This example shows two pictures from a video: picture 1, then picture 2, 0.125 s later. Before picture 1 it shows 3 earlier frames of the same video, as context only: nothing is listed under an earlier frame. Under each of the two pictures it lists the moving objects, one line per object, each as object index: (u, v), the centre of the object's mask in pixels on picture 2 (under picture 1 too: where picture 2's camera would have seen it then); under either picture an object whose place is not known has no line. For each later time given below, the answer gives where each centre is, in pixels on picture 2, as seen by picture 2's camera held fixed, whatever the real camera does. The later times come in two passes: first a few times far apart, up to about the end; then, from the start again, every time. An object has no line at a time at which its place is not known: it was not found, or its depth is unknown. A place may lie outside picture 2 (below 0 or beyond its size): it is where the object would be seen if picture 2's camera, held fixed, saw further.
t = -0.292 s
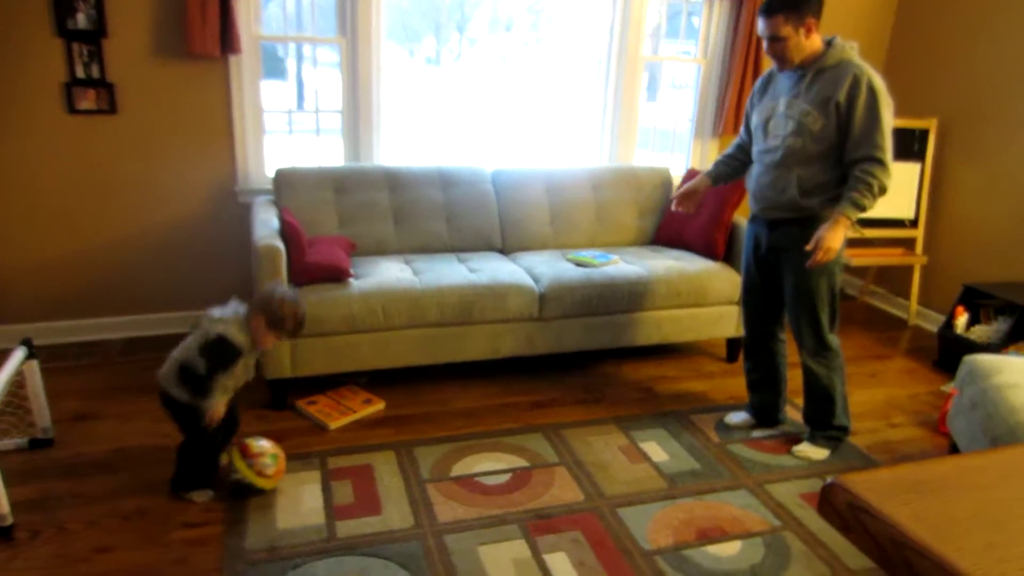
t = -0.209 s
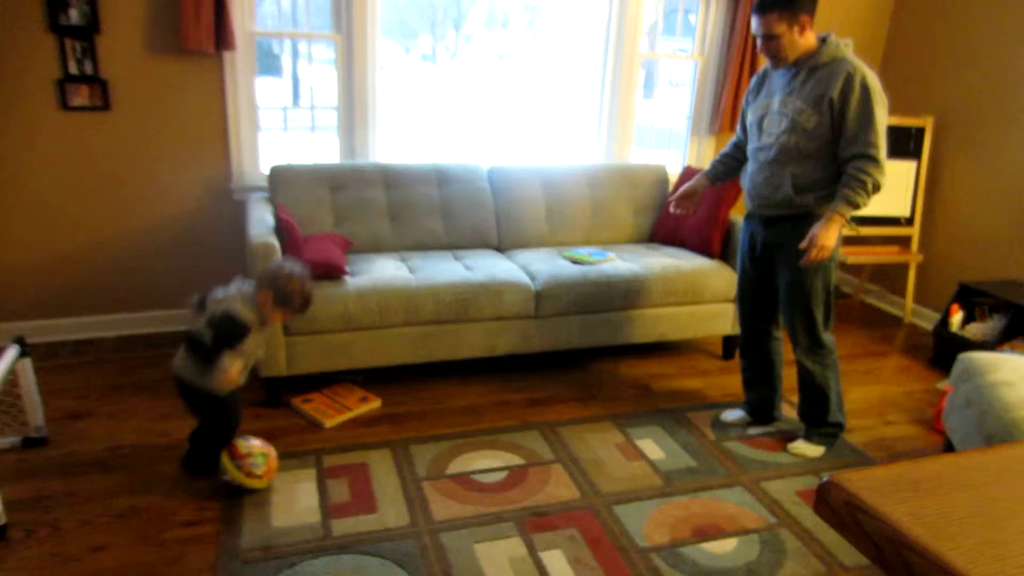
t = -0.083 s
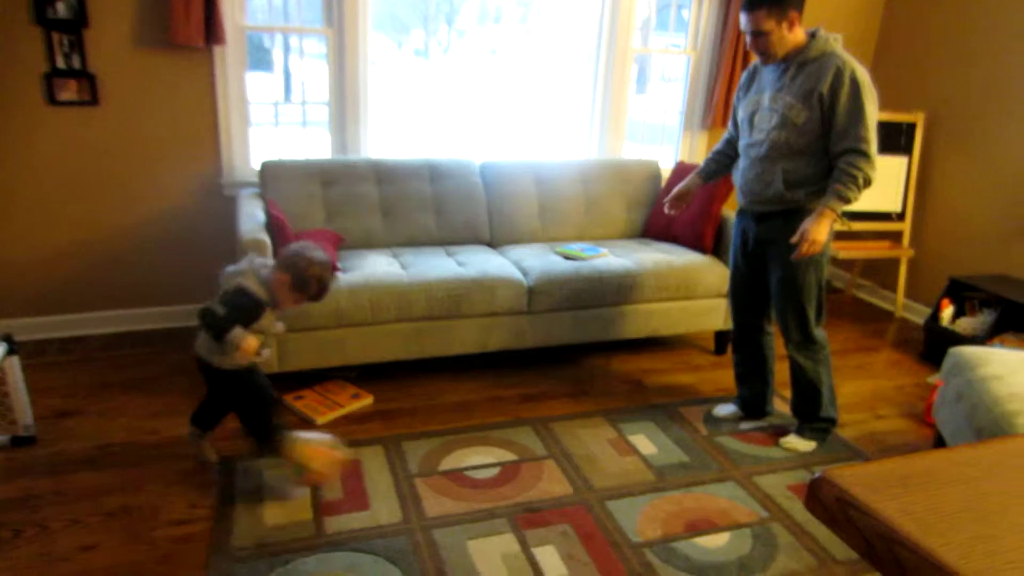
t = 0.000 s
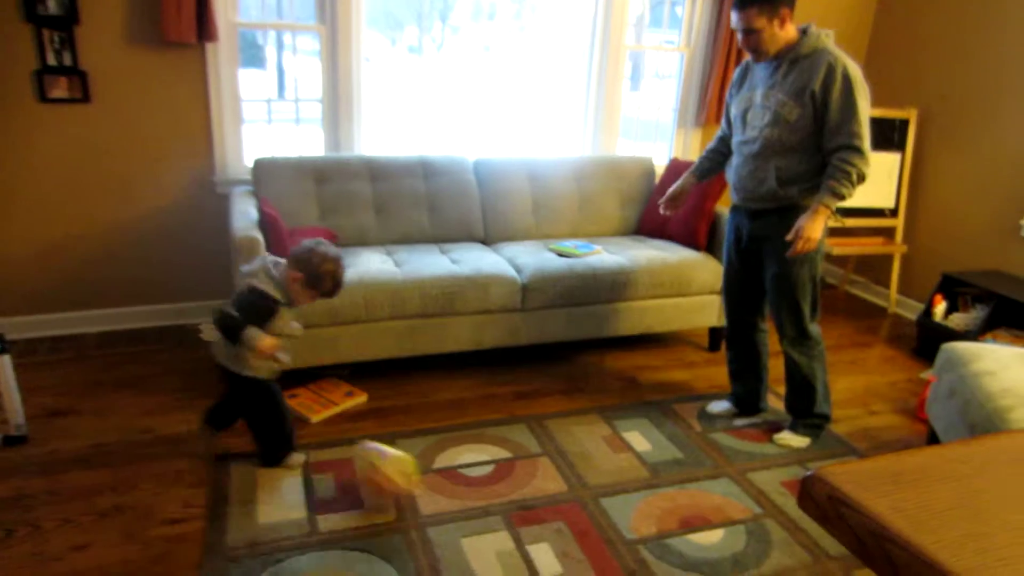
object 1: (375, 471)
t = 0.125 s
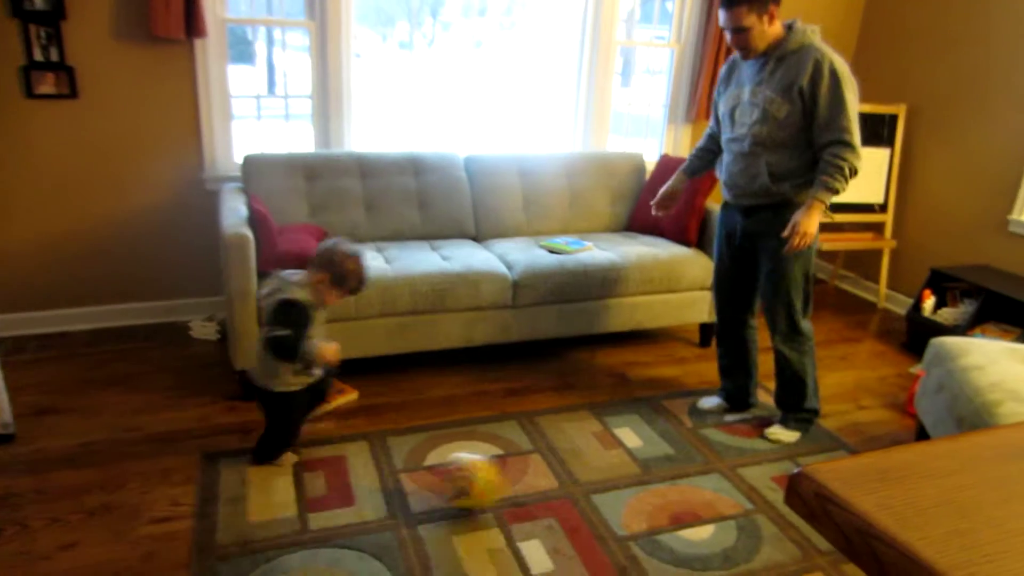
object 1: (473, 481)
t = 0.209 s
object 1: (530, 495)
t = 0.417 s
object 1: (647, 511)
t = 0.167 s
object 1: (501, 489)
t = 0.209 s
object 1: (530, 495)
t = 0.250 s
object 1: (555, 495)
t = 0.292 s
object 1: (576, 502)
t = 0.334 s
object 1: (599, 505)
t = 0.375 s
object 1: (625, 506)
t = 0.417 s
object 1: (647, 511)
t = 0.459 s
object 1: (666, 515)
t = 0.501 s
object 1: (698, 519)
